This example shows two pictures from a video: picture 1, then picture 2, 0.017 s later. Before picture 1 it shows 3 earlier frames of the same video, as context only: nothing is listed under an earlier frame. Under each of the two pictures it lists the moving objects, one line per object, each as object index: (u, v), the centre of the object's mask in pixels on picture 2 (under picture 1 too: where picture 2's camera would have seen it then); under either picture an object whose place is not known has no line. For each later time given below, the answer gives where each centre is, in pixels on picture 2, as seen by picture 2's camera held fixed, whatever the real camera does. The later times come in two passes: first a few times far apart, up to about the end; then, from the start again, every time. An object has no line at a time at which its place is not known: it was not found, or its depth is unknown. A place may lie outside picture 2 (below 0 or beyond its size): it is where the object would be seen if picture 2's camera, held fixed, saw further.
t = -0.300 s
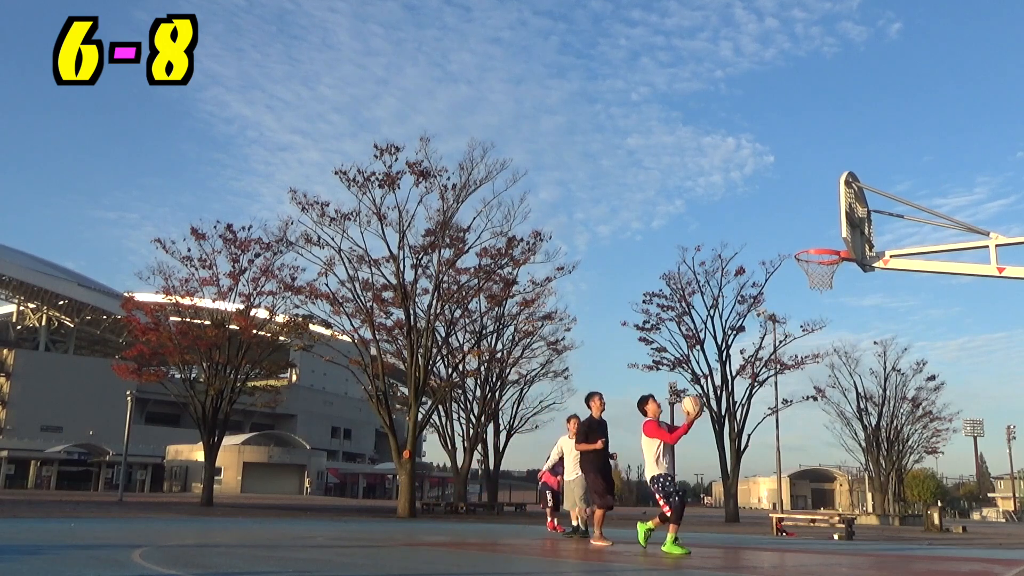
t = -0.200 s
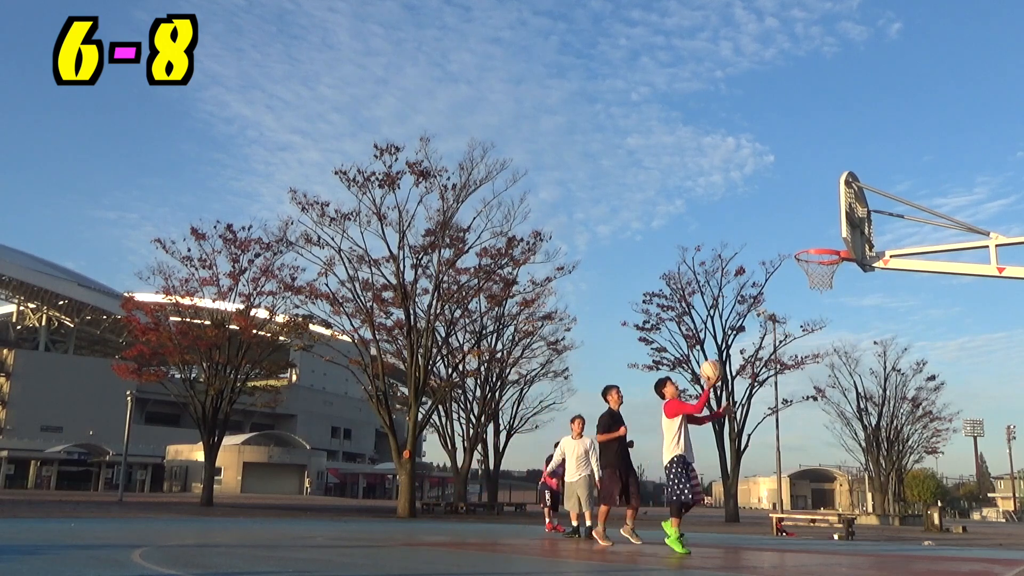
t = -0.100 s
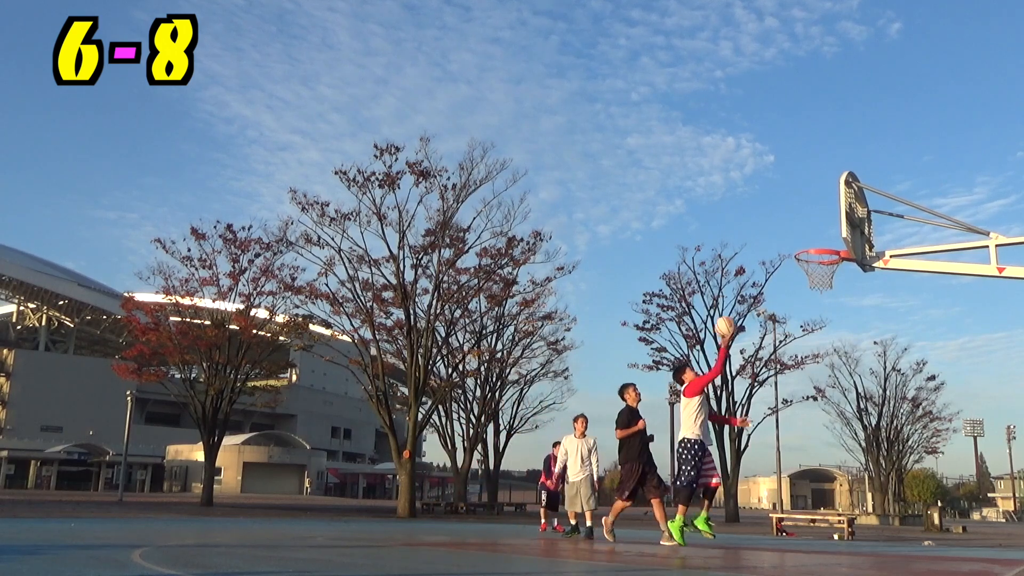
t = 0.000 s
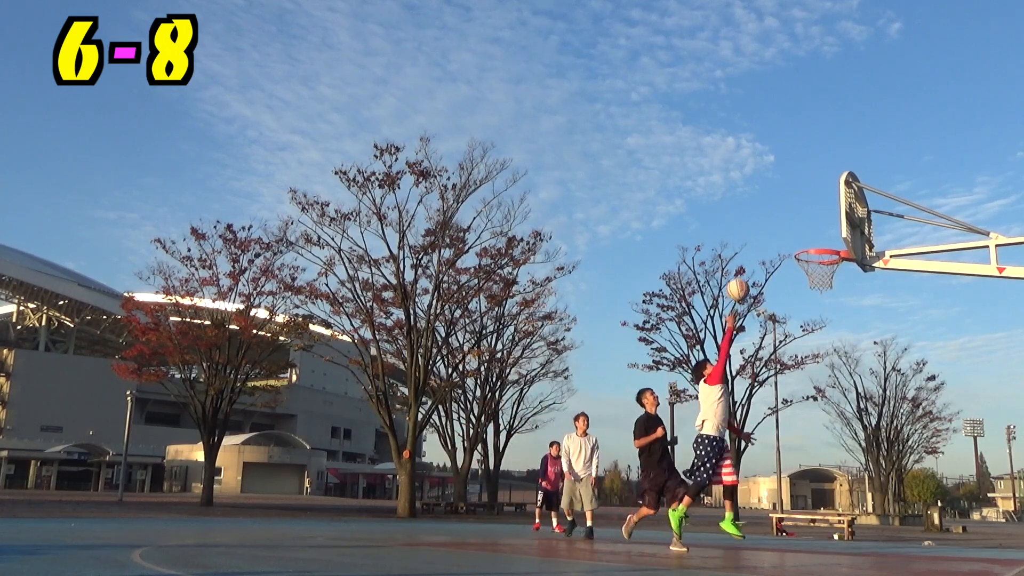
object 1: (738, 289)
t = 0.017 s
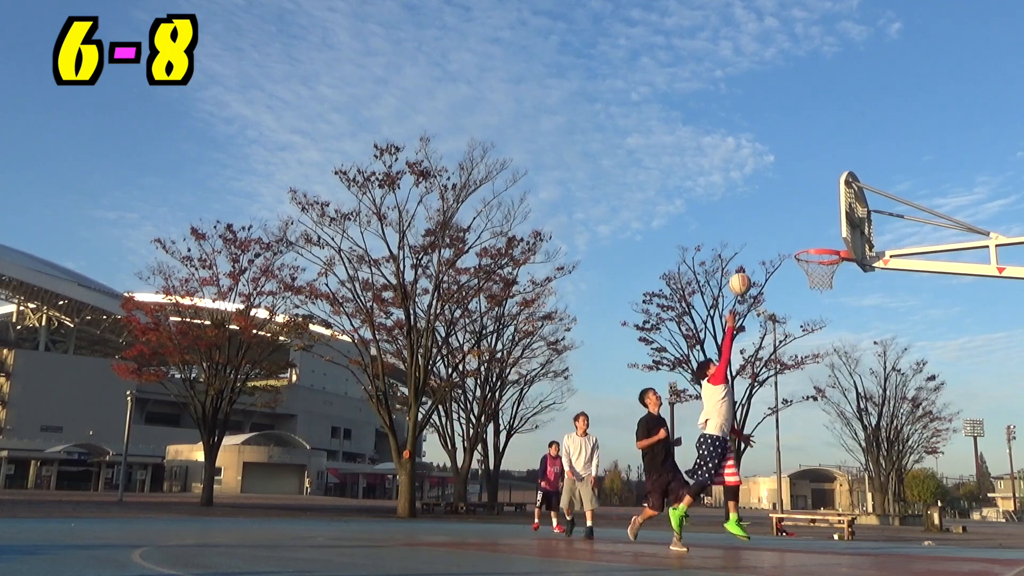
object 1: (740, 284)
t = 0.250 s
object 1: (769, 235)
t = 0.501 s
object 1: (802, 237)
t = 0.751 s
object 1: (832, 281)
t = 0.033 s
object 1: (742, 279)
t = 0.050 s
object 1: (744, 274)
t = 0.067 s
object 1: (746, 270)
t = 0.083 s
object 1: (748, 265)
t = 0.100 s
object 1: (750, 261)
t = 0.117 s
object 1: (752, 257)
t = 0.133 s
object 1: (754, 254)
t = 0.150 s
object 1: (756, 250)
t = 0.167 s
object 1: (758, 247)
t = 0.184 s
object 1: (760, 244)
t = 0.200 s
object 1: (763, 242)
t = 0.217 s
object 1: (765, 239)
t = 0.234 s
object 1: (767, 237)
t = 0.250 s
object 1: (769, 235)
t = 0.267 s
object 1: (771, 234)
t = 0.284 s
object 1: (773, 232)
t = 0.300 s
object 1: (775, 231)
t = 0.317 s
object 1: (777, 230)
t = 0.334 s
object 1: (779, 230)
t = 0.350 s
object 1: (782, 229)
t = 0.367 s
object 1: (784, 229)
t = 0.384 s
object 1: (786, 229)
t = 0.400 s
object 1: (788, 230)
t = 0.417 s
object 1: (790, 230)
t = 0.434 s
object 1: (793, 231)
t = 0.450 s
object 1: (795, 232)
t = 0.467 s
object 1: (797, 233)
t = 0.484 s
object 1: (800, 235)
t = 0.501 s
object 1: (802, 237)
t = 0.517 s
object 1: (804, 239)
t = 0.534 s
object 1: (807, 240)
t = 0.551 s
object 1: (809, 242)
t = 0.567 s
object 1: (811, 243)
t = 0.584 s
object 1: (813, 248)
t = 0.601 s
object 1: (815, 254)
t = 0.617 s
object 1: (818, 258)
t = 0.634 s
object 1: (821, 262)
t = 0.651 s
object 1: (824, 264)
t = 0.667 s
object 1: (827, 268)
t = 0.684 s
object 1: (829, 273)
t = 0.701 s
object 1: (831, 275)
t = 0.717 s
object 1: (831, 276)
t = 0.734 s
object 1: (831, 277)
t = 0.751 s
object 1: (832, 281)
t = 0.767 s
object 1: (831, 282)
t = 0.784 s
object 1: (831, 284)
